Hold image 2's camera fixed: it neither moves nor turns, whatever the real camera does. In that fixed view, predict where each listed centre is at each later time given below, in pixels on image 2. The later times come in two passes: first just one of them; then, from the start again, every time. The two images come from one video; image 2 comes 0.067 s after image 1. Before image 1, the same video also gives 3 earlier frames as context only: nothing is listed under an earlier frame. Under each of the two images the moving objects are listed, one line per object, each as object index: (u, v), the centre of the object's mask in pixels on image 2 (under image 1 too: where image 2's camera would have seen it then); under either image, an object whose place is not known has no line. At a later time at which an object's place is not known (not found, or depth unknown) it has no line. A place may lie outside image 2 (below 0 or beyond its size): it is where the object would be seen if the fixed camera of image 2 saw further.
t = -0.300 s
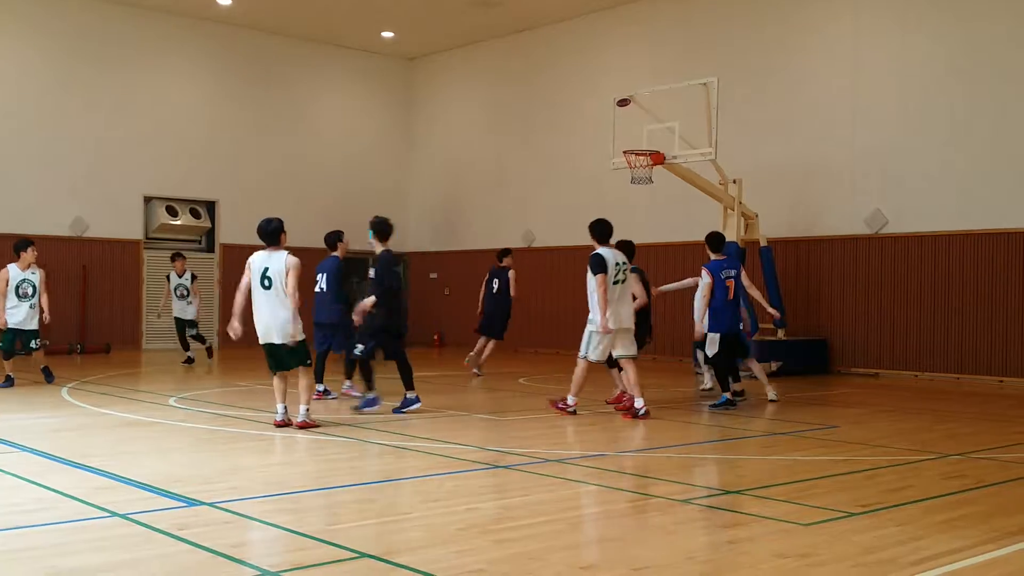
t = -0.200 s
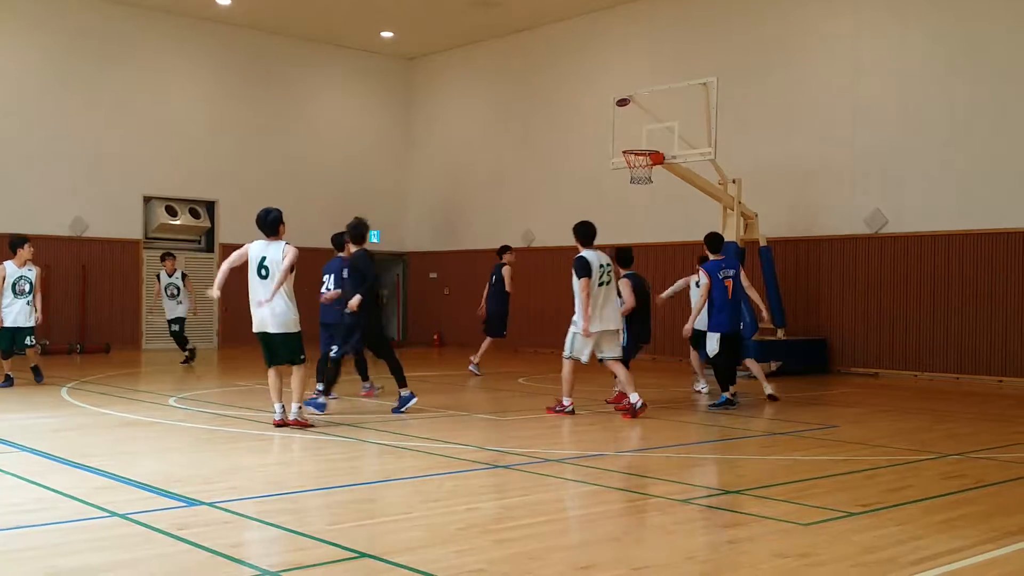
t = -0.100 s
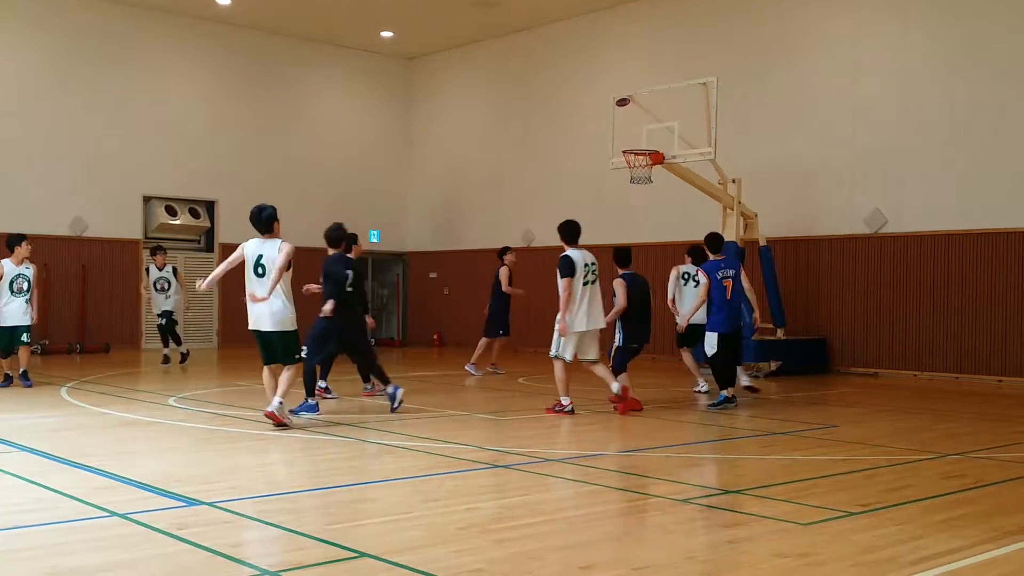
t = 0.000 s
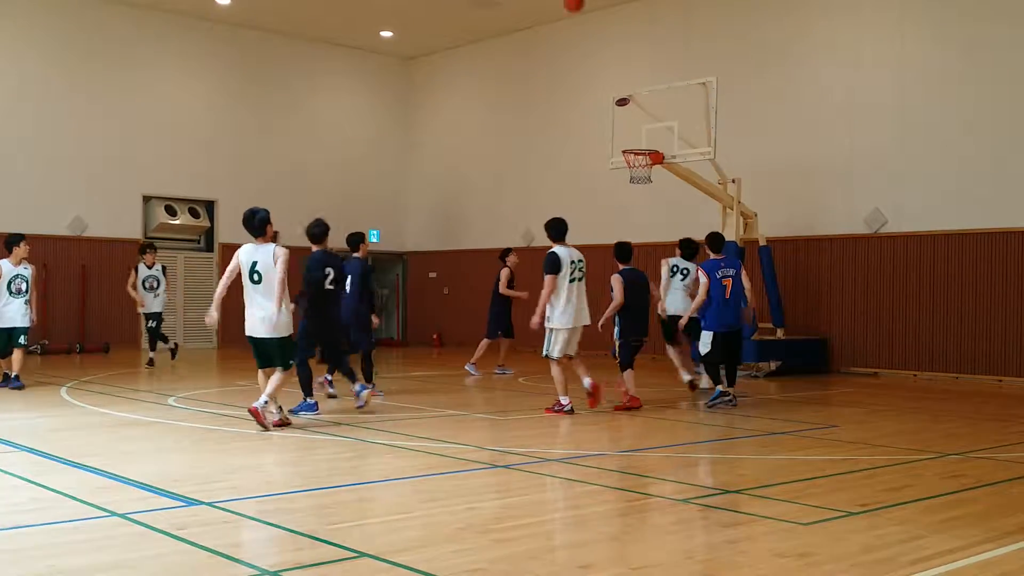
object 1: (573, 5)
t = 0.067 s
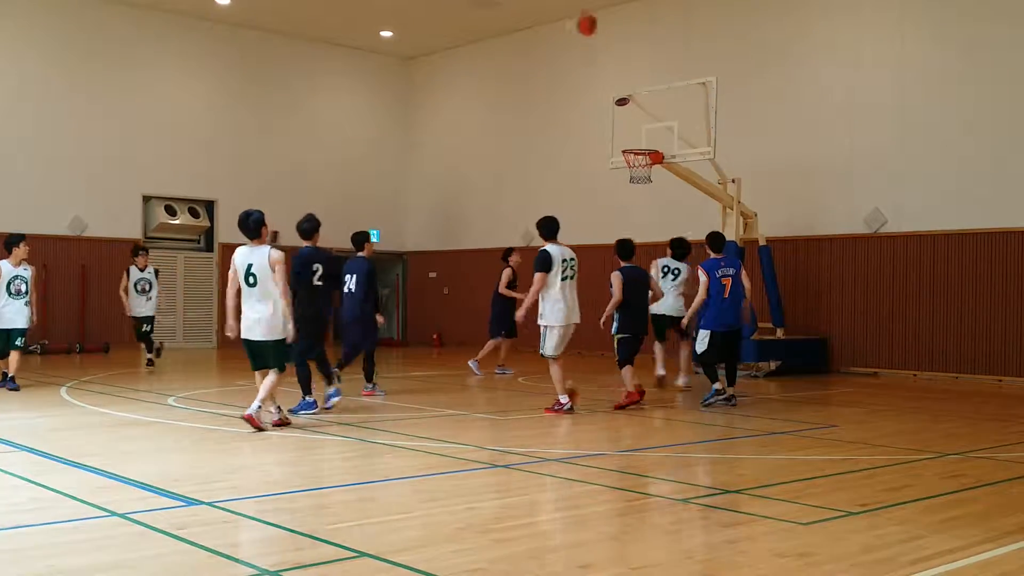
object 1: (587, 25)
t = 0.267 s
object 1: (622, 107)
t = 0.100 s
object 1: (593, 36)
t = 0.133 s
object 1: (599, 49)
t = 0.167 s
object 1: (606, 62)
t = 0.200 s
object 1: (611, 77)
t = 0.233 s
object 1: (616, 91)
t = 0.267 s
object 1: (622, 107)
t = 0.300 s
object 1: (627, 122)
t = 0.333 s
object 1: (632, 138)
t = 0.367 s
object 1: (637, 154)
